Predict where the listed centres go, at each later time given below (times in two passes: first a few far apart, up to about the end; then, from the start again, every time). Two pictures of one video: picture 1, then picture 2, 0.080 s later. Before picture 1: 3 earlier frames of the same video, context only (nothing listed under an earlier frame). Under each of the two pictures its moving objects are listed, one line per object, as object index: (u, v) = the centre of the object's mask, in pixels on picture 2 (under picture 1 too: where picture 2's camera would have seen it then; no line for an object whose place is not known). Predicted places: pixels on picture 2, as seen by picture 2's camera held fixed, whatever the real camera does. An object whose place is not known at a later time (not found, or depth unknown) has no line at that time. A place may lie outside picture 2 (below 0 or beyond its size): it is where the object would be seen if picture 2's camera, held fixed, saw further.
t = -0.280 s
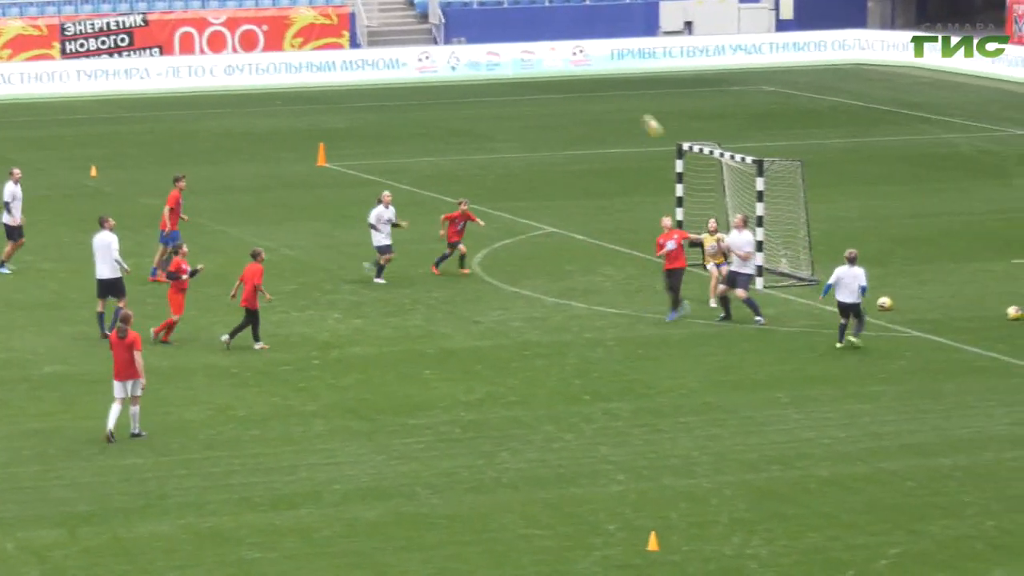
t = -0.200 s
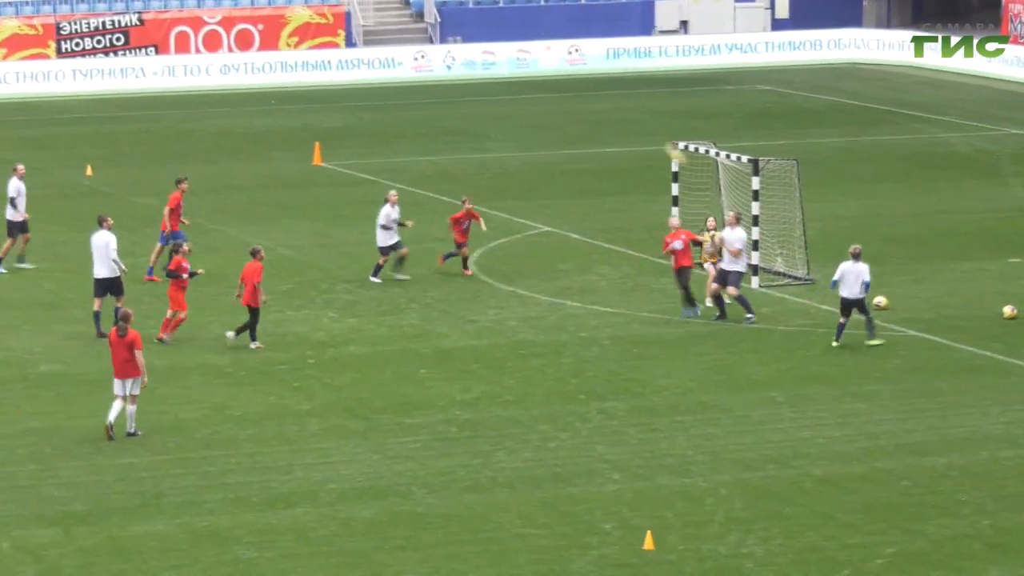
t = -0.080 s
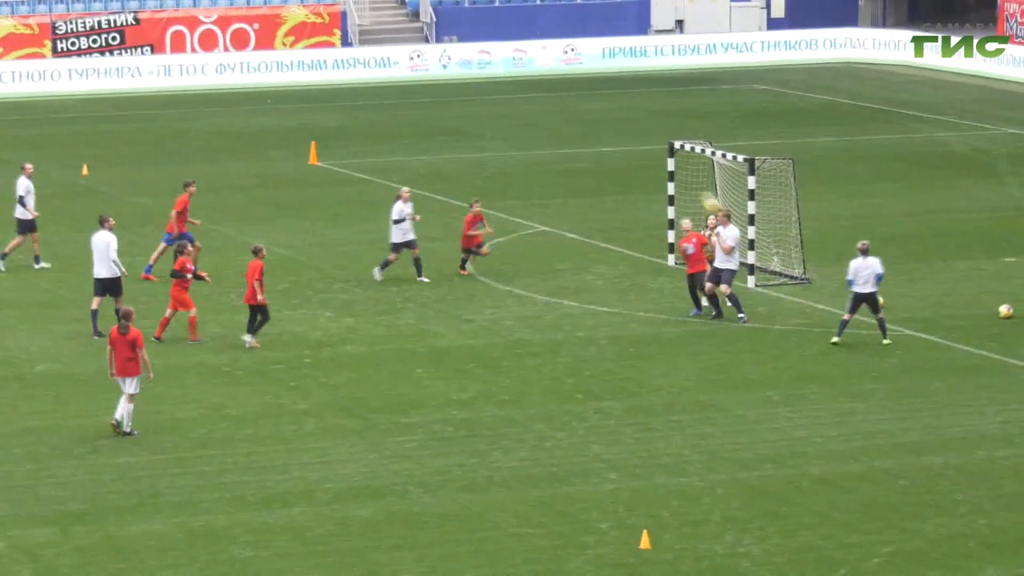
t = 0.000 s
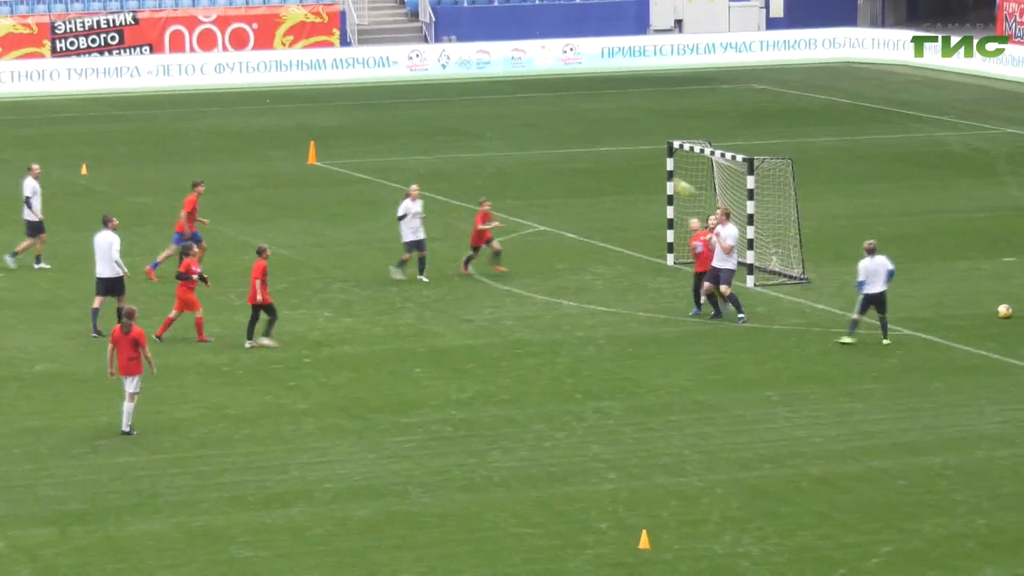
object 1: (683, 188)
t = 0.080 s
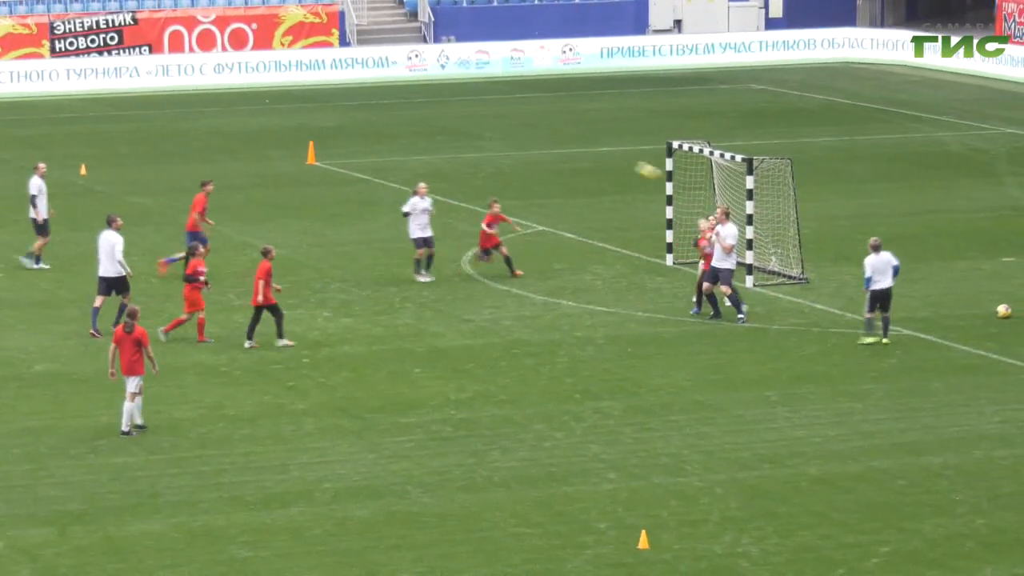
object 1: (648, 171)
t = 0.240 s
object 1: (581, 149)
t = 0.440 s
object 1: (498, 145)
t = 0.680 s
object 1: (403, 173)
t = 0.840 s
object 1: (341, 213)
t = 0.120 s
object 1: (630, 163)
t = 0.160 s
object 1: (614, 157)
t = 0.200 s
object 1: (597, 152)
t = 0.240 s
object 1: (581, 149)
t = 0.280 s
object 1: (564, 146)
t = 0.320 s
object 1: (547, 144)
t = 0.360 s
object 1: (531, 143)
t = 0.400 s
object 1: (514, 143)
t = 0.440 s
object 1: (498, 145)
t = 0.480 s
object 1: (482, 147)
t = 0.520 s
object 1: (466, 150)
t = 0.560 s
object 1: (450, 155)
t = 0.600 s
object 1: (434, 159)
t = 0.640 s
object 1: (418, 165)
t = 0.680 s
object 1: (403, 173)
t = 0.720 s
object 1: (387, 182)
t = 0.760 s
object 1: (370, 192)
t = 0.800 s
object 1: (356, 201)
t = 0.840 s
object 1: (341, 213)
